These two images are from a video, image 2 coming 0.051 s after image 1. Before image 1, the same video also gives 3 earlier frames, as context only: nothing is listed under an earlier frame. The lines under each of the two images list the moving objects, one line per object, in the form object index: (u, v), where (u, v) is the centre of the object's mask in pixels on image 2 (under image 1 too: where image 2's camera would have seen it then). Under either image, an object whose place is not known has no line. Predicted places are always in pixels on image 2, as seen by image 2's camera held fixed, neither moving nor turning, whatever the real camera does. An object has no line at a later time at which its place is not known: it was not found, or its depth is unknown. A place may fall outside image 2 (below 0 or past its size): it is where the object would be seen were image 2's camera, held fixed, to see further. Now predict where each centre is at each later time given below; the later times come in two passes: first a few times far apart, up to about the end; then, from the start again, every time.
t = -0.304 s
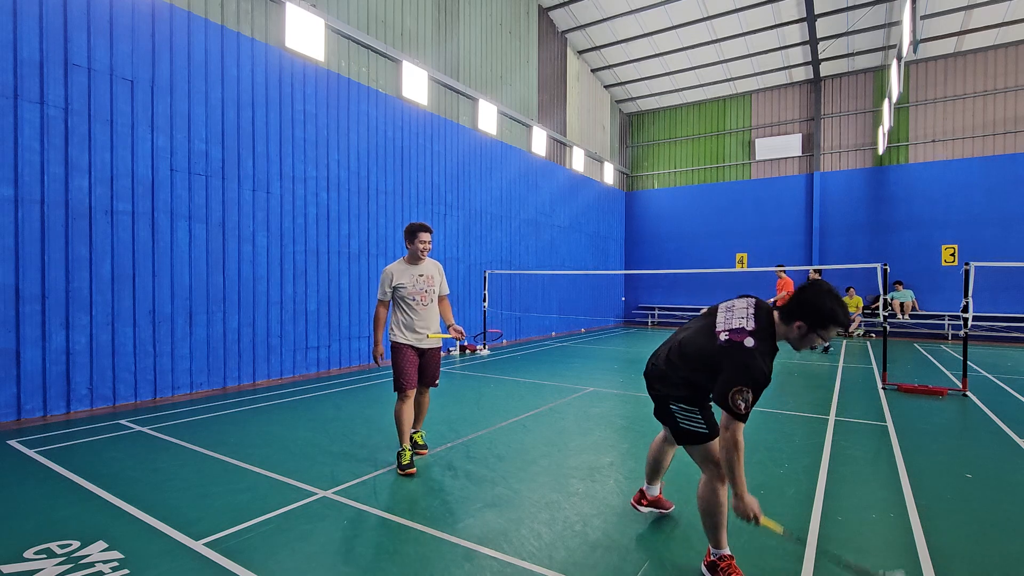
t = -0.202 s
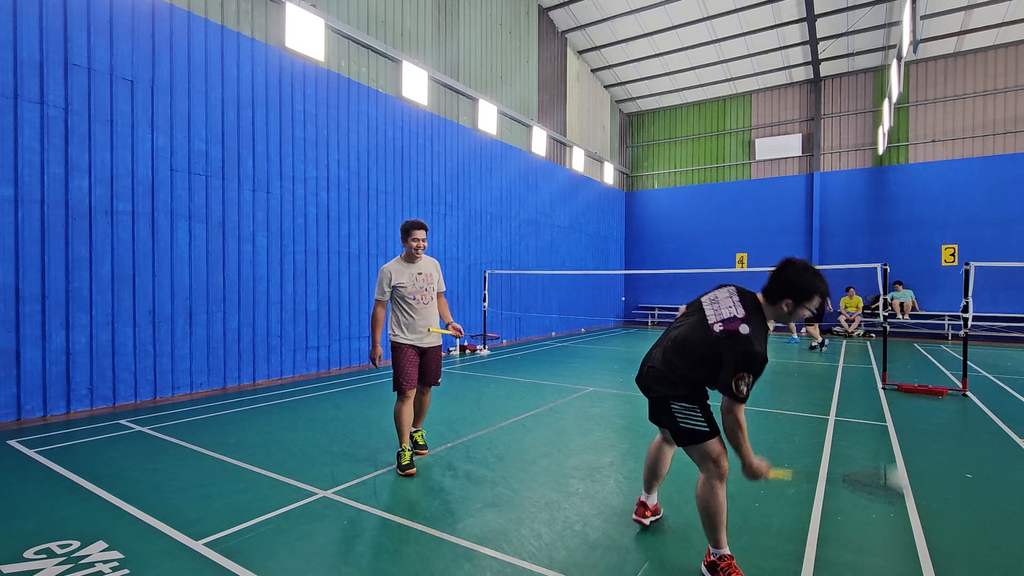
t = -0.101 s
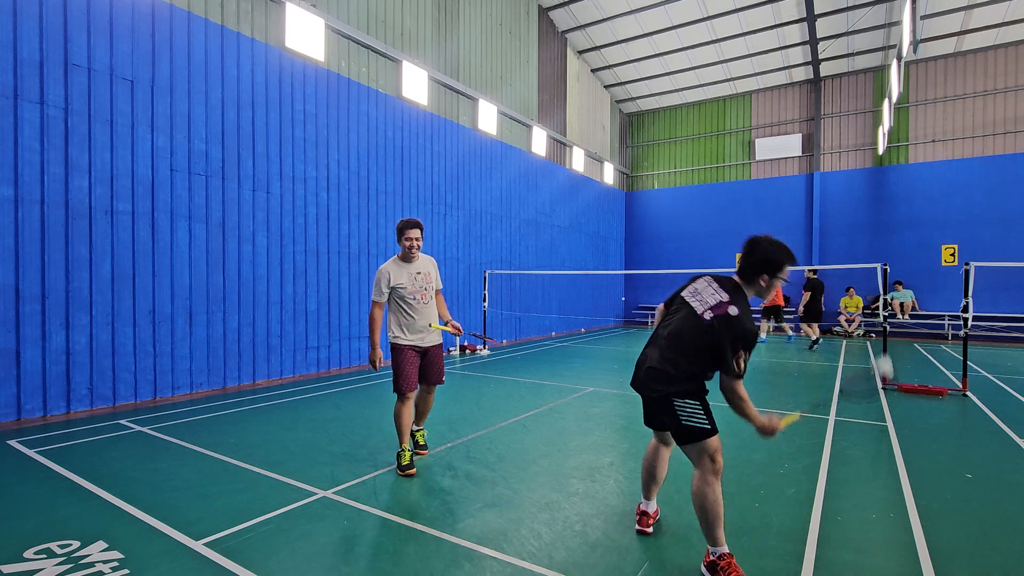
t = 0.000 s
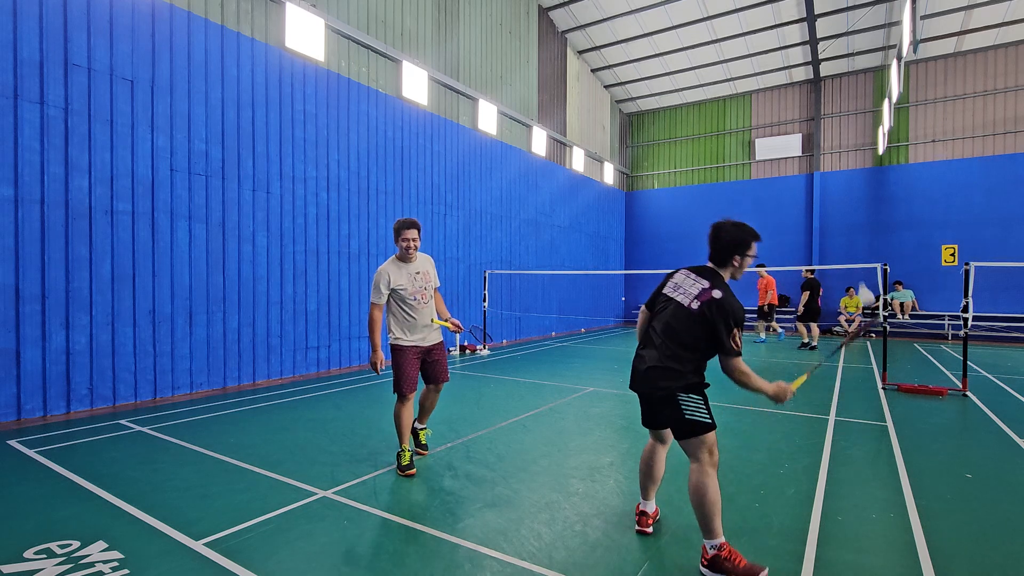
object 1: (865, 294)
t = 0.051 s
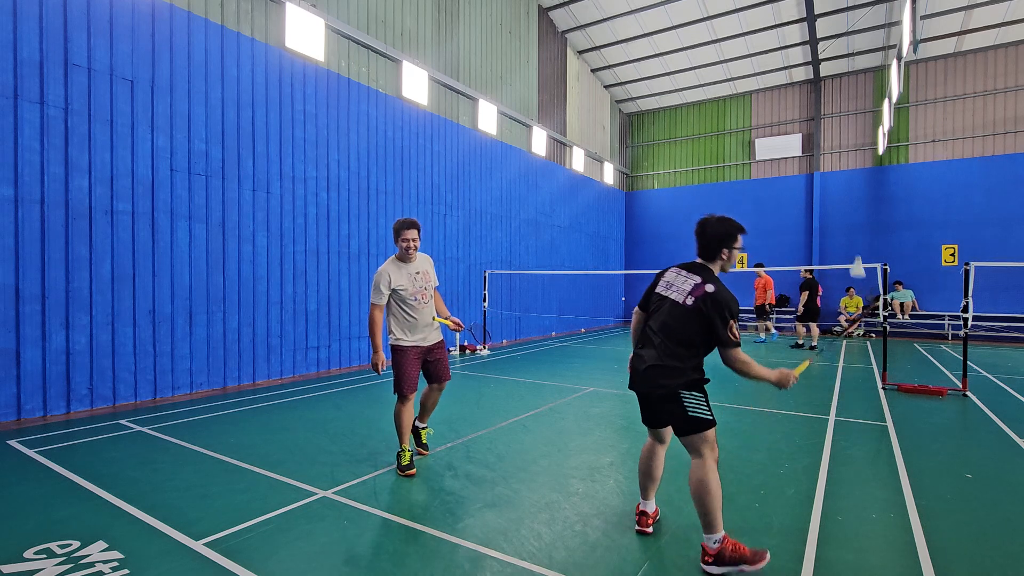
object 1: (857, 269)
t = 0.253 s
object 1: (846, 218)
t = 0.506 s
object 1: (834, 248)
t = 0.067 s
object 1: (856, 261)
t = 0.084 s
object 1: (854, 254)
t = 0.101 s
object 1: (853, 248)
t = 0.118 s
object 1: (852, 242)
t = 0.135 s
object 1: (851, 237)
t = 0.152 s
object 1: (850, 233)
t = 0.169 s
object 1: (849, 229)
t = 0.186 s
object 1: (848, 226)
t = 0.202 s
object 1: (848, 223)
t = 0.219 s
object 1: (847, 221)
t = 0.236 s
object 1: (846, 219)
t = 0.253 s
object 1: (846, 218)
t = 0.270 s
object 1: (845, 218)
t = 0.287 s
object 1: (845, 217)
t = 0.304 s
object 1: (844, 218)
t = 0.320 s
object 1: (844, 218)
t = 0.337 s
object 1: (843, 219)
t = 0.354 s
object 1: (843, 220)
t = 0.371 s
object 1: (842, 222)
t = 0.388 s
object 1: (841, 224)
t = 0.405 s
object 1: (841, 226)
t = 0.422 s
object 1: (840, 229)
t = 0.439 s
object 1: (839, 232)
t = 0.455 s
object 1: (838, 235)
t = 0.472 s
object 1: (837, 239)
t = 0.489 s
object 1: (835, 243)
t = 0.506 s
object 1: (834, 248)
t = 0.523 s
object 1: (833, 254)
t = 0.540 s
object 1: (831, 259)
